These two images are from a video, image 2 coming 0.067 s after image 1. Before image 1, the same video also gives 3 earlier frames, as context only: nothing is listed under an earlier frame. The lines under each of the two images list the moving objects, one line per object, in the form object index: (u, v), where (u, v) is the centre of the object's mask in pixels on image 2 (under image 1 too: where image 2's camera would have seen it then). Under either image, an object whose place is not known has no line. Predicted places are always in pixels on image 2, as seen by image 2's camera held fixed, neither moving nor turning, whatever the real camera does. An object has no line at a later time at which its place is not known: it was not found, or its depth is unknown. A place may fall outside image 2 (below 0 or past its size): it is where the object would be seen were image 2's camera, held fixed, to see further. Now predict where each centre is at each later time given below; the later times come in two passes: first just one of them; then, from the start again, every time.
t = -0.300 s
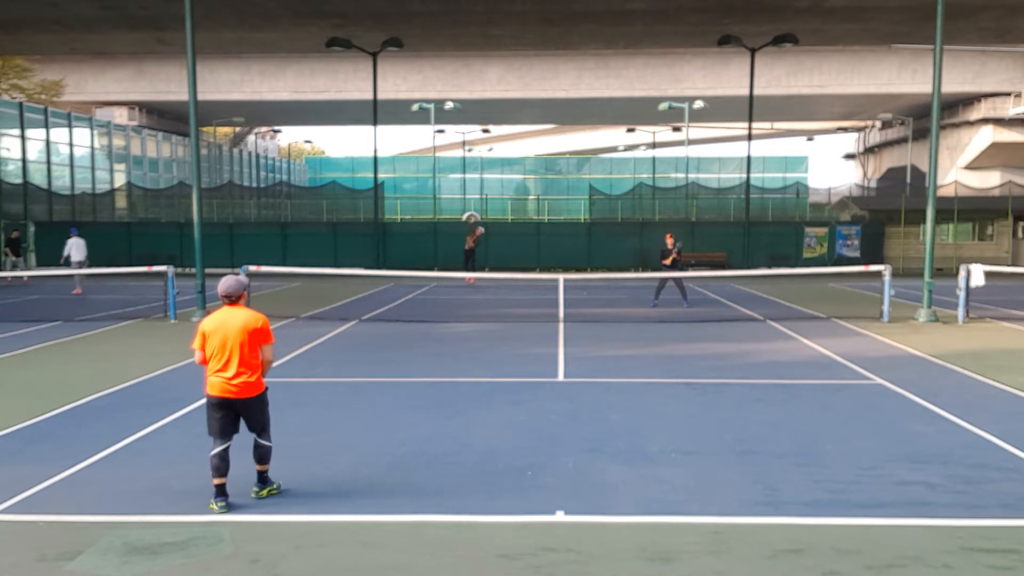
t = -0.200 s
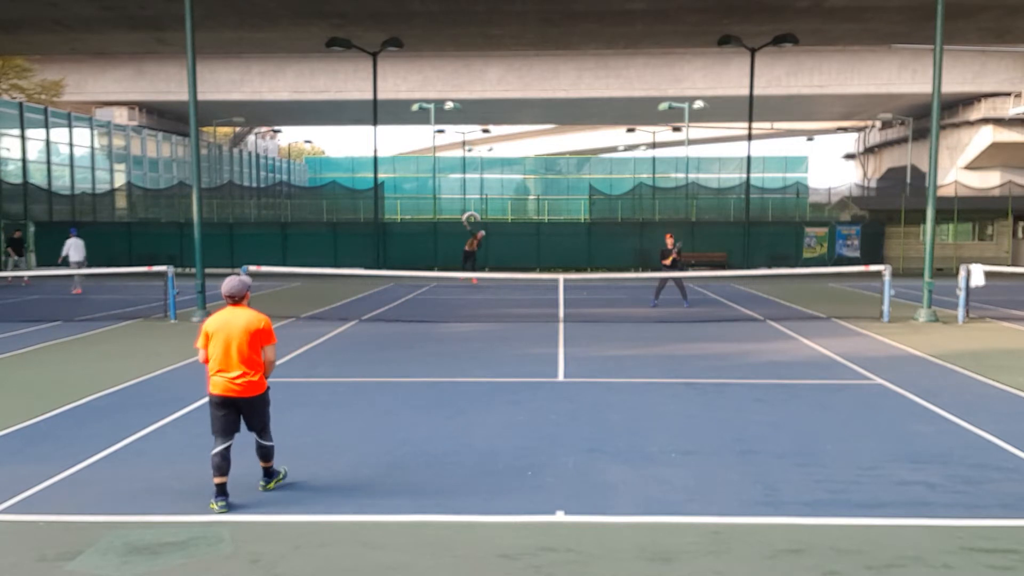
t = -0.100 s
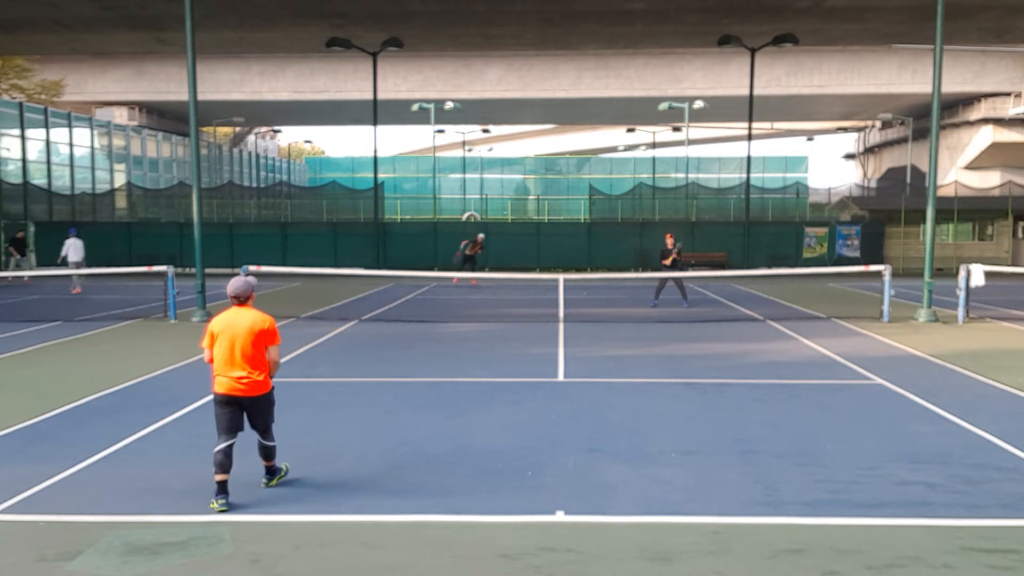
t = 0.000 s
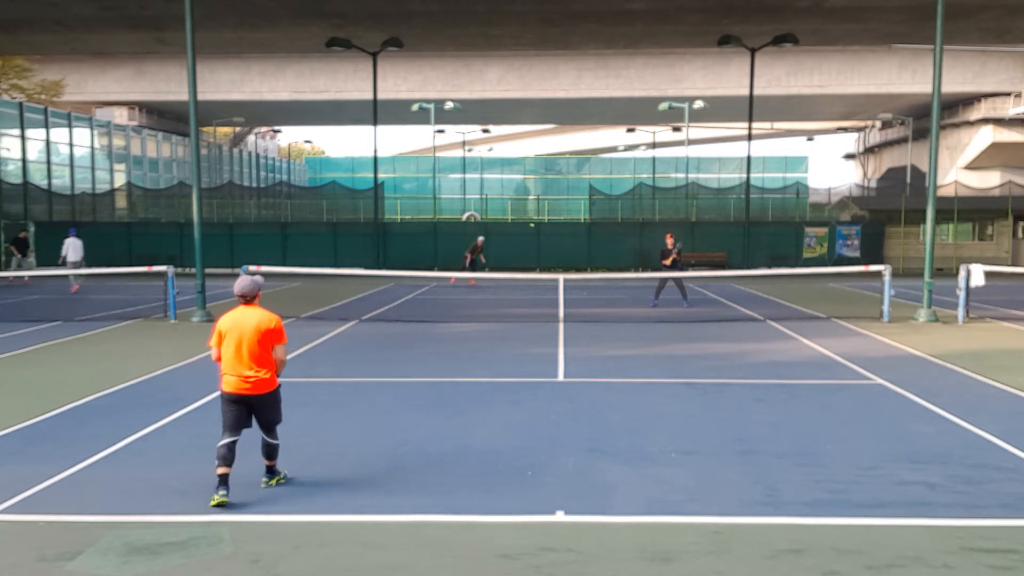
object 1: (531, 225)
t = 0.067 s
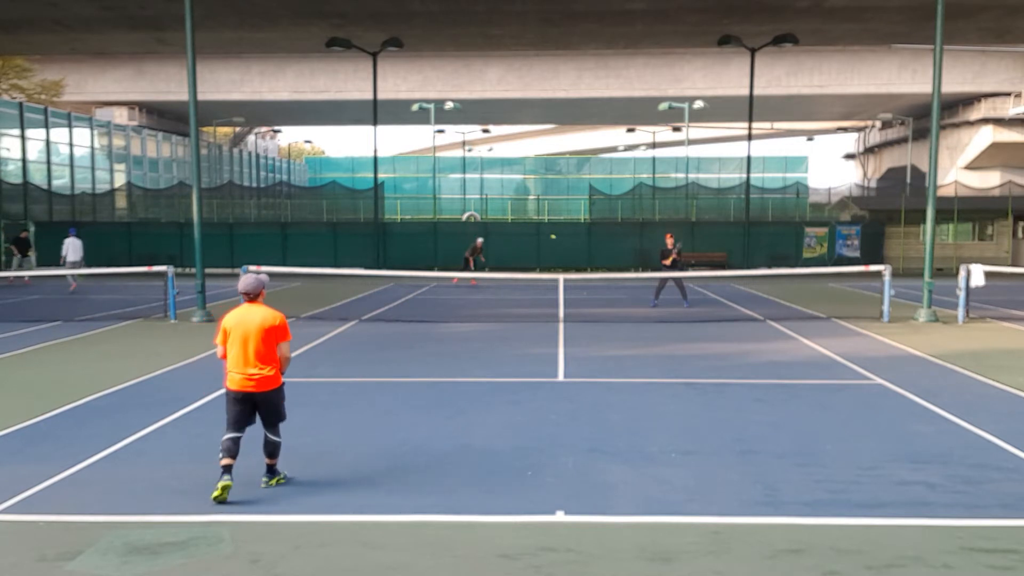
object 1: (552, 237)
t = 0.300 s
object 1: (656, 309)
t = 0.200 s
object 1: (605, 270)
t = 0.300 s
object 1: (656, 309)
